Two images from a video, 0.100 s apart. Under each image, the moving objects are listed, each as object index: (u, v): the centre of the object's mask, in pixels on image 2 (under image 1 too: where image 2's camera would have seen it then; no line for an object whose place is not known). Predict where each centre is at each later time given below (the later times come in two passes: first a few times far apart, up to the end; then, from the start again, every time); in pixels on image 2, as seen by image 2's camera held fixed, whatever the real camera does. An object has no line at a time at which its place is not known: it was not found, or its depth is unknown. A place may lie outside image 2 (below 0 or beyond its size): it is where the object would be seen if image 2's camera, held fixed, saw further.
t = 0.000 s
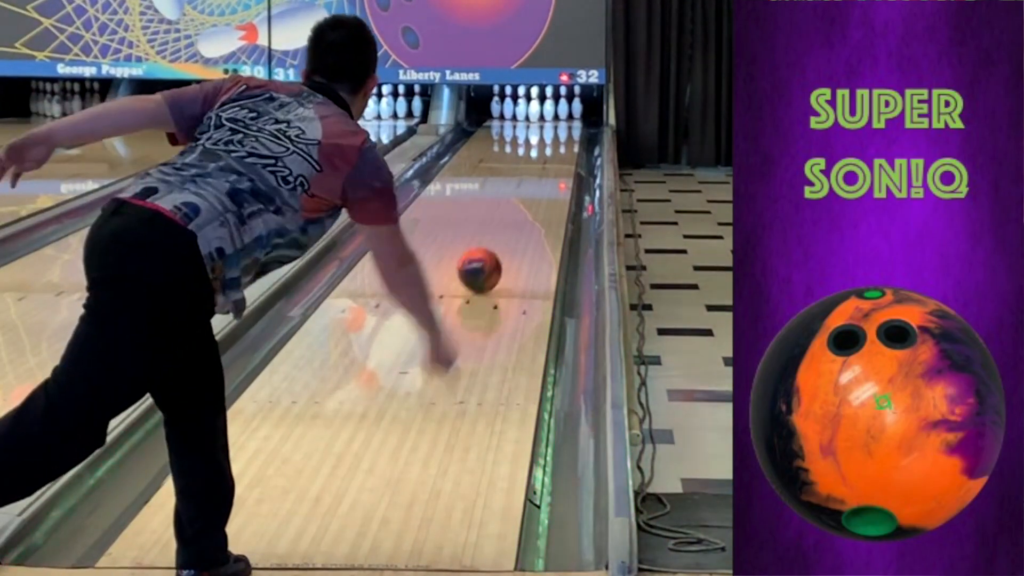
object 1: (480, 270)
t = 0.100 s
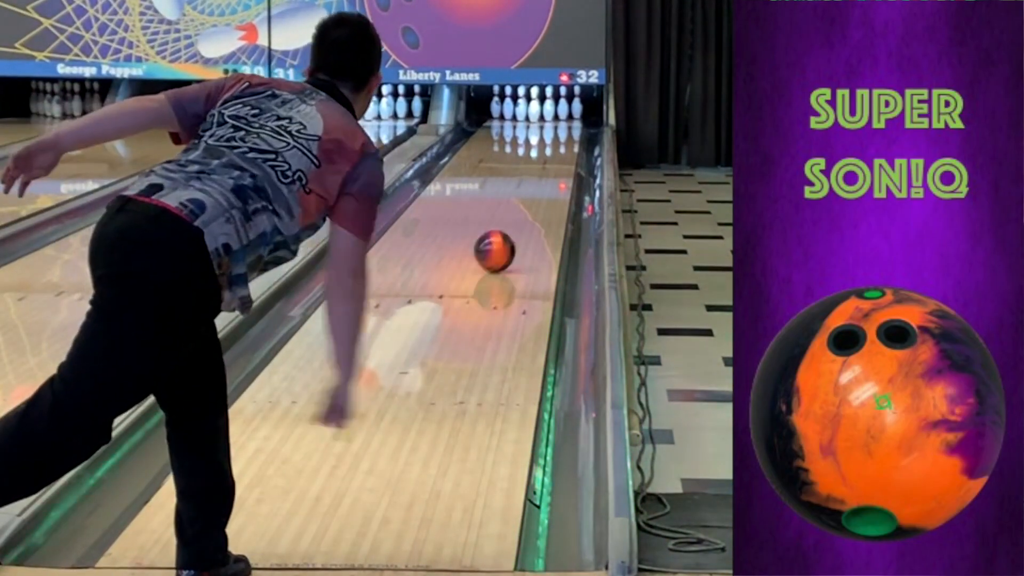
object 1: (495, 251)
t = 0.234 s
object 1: (511, 229)
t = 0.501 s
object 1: (536, 195)
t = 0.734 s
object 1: (552, 172)
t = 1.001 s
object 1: (563, 150)
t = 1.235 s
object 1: (566, 137)
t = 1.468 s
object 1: (561, 127)
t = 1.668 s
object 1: (550, 119)
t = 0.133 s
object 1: (499, 245)
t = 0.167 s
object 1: (503, 239)
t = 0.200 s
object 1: (507, 234)
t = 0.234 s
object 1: (511, 229)
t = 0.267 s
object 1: (515, 224)
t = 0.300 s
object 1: (518, 219)
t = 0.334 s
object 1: (522, 215)
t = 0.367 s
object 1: (525, 210)
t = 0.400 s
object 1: (528, 206)
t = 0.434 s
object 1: (531, 202)
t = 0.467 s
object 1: (534, 198)
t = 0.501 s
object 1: (536, 195)
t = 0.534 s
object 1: (539, 191)
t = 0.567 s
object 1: (541, 188)
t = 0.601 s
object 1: (544, 184)
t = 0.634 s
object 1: (546, 181)
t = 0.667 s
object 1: (548, 178)
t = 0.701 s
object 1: (550, 175)
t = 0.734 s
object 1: (552, 172)
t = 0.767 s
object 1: (553, 169)
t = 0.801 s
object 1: (555, 166)
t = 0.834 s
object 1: (557, 164)
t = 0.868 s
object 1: (558, 161)
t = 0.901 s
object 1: (560, 158)
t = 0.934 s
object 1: (561, 156)
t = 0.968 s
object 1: (562, 153)
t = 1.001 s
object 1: (563, 150)
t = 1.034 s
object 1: (564, 148)
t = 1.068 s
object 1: (564, 147)
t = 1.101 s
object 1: (565, 145)
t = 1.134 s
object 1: (565, 143)
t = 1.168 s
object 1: (566, 141)
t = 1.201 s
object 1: (566, 139)
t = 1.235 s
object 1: (566, 137)
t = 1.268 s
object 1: (566, 136)
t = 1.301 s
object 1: (565, 134)
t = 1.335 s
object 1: (565, 132)
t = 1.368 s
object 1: (564, 131)
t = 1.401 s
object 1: (563, 129)
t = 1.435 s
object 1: (563, 128)
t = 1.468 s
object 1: (561, 127)
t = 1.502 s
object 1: (560, 125)
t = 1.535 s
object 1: (558, 124)
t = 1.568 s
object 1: (556, 123)
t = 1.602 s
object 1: (553, 121)
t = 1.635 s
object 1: (551, 120)
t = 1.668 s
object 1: (550, 119)
